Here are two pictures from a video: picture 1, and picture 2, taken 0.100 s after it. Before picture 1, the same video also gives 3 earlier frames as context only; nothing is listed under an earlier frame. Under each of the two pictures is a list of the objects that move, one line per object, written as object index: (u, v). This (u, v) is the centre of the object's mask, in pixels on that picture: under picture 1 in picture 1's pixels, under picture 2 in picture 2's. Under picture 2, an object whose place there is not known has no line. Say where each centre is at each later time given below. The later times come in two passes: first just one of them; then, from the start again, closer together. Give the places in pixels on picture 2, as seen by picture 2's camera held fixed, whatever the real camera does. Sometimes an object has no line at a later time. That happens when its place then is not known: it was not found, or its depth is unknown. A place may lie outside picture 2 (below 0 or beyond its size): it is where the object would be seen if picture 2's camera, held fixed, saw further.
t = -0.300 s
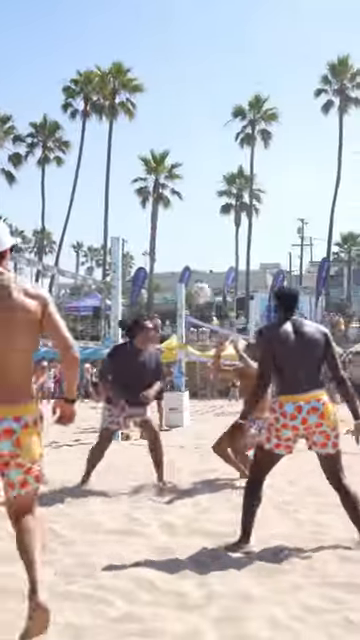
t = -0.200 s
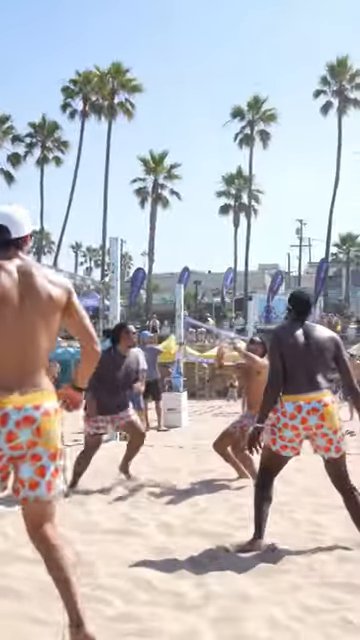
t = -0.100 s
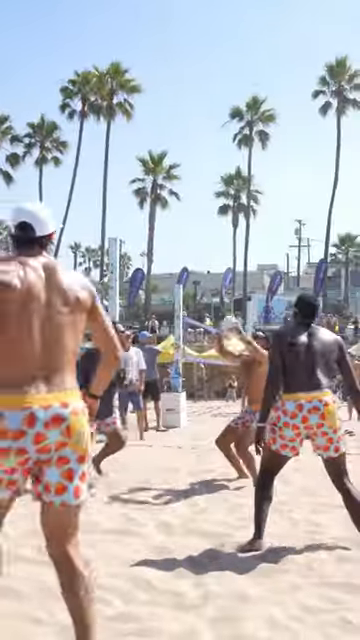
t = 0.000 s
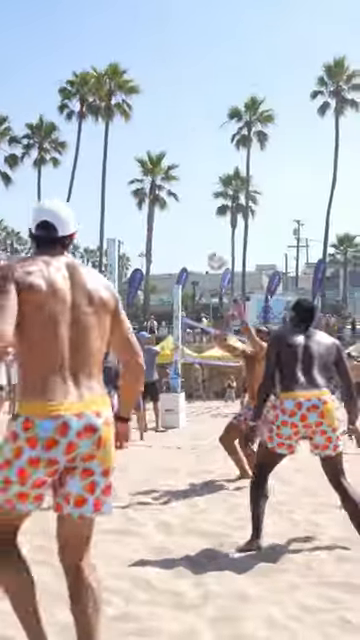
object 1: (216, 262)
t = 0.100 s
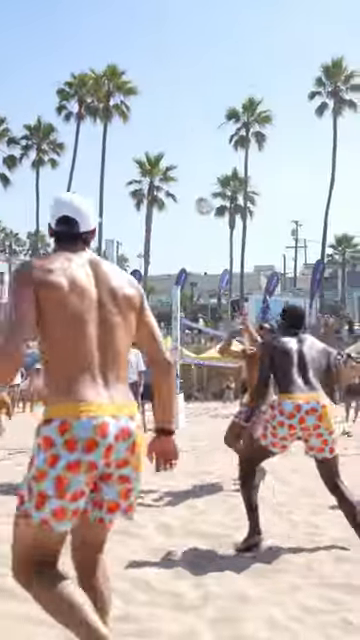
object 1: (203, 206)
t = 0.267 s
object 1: (187, 132)
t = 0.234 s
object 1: (191, 144)
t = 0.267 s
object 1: (187, 132)
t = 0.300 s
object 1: (184, 121)
